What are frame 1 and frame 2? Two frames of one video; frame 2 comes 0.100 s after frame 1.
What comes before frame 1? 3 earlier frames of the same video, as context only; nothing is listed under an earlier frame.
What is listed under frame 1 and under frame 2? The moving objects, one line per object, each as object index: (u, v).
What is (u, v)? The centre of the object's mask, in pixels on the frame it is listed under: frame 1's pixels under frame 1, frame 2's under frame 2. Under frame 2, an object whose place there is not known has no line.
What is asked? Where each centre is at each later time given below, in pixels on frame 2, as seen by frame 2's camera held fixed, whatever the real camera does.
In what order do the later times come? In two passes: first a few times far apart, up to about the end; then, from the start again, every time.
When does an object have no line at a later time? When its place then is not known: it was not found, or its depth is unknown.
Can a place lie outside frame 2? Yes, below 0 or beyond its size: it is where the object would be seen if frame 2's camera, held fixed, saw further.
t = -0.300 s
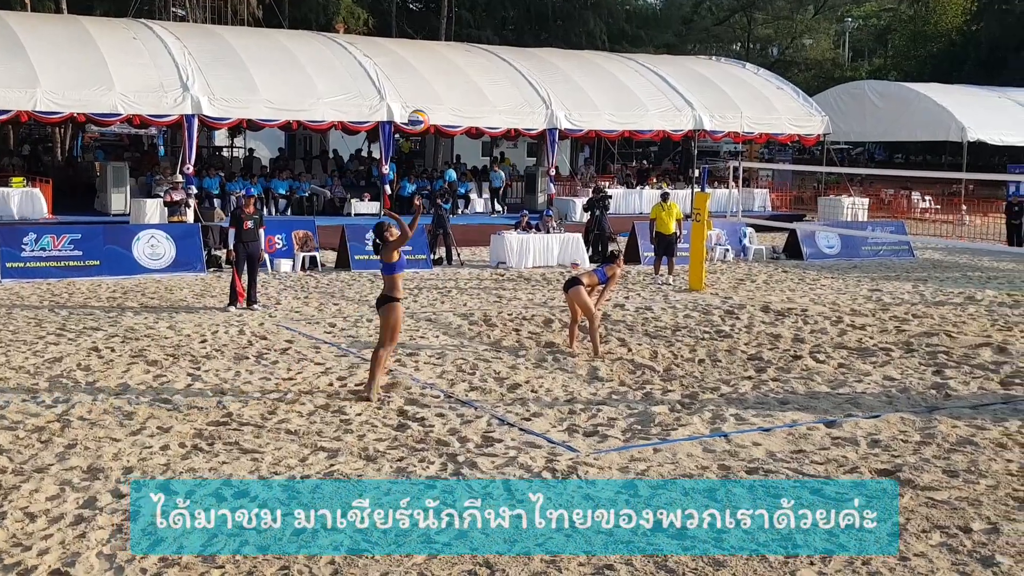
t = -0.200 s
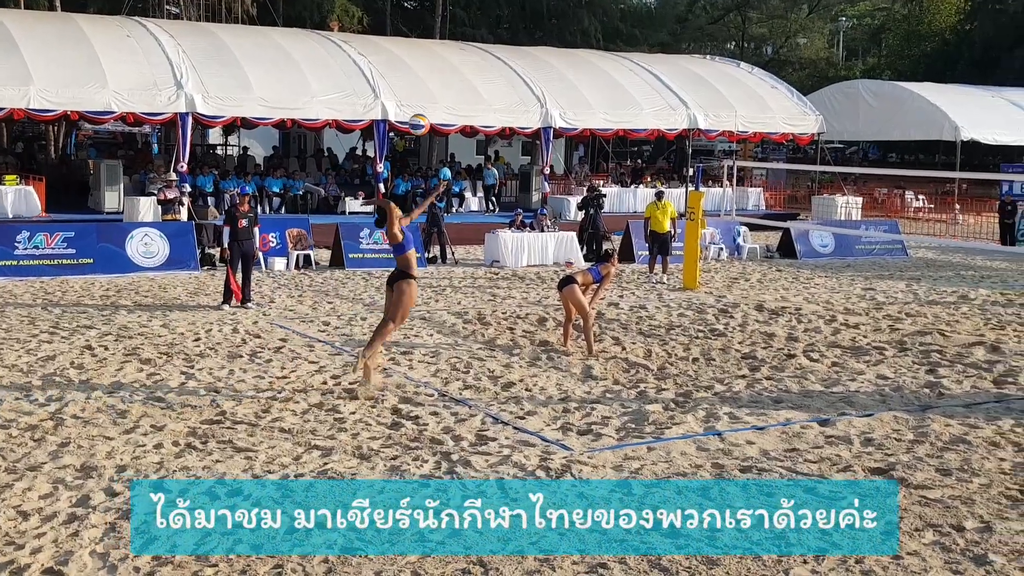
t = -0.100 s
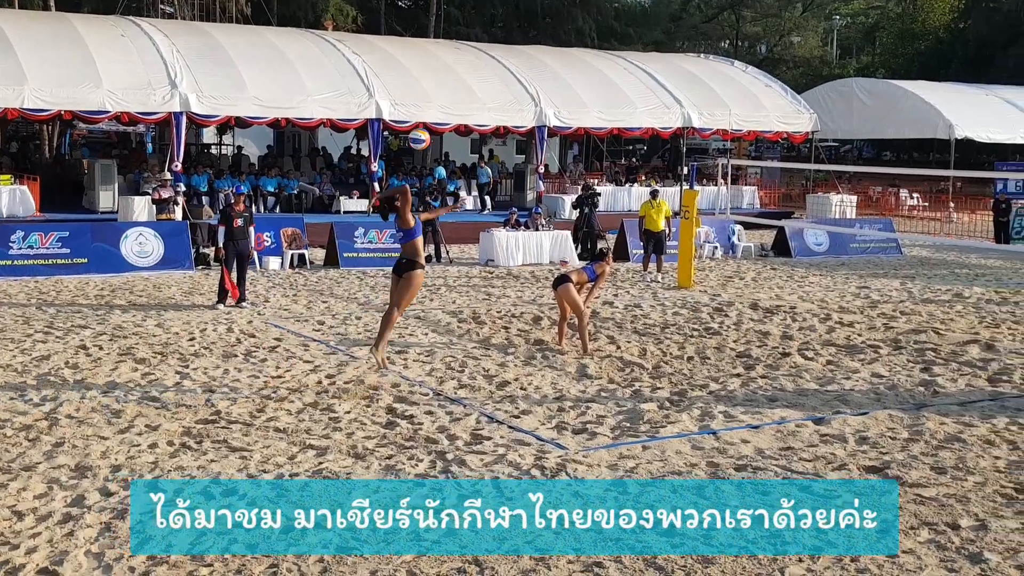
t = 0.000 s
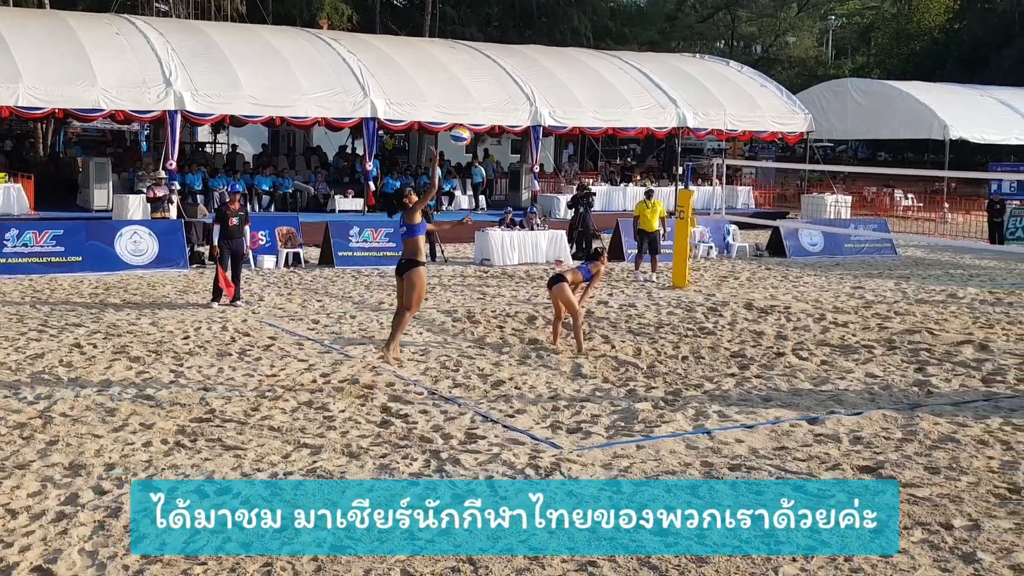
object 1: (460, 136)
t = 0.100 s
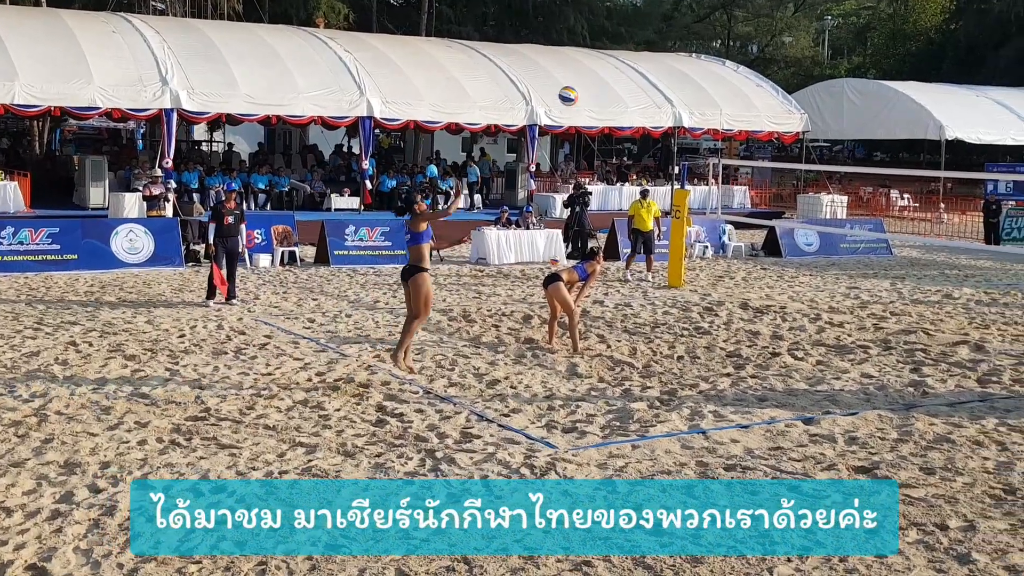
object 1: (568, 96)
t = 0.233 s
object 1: (700, 59)
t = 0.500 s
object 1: (918, 34)
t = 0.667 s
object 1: (1027, 46)
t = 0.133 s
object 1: (603, 85)
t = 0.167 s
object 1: (636, 76)
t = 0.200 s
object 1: (669, 67)
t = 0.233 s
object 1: (700, 59)
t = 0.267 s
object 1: (731, 53)
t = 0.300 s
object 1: (760, 48)
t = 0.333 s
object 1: (788, 43)
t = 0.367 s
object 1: (817, 39)
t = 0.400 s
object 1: (843, 36)
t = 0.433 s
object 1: (869, 35)
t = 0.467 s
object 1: (894, 34)
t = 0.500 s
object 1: (918, 34)
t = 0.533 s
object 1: (941, 35)
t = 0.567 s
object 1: (964, 36)
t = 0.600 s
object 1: (986, 39)
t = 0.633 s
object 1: (1007, 42)
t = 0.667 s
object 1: (1027, 46)
